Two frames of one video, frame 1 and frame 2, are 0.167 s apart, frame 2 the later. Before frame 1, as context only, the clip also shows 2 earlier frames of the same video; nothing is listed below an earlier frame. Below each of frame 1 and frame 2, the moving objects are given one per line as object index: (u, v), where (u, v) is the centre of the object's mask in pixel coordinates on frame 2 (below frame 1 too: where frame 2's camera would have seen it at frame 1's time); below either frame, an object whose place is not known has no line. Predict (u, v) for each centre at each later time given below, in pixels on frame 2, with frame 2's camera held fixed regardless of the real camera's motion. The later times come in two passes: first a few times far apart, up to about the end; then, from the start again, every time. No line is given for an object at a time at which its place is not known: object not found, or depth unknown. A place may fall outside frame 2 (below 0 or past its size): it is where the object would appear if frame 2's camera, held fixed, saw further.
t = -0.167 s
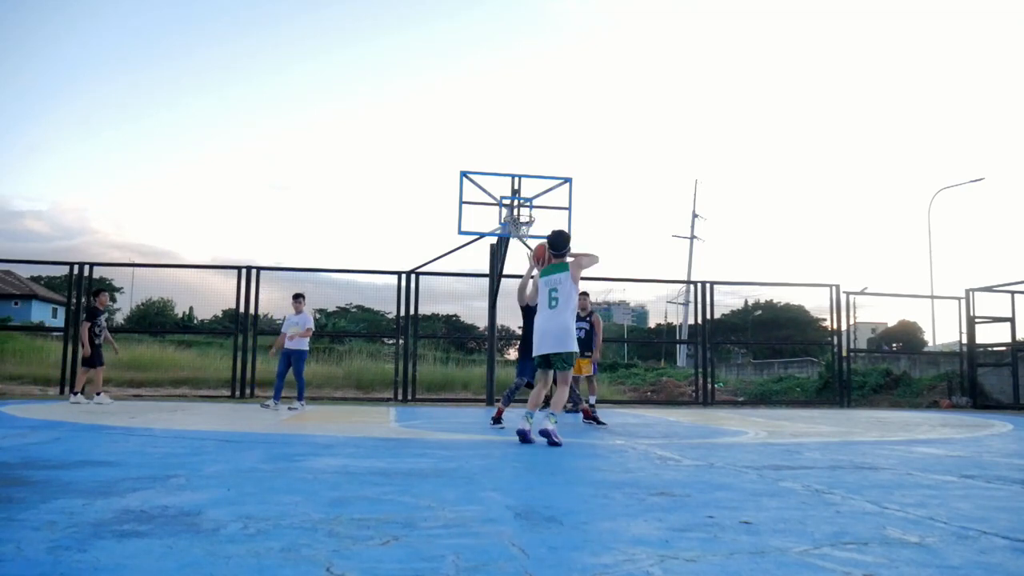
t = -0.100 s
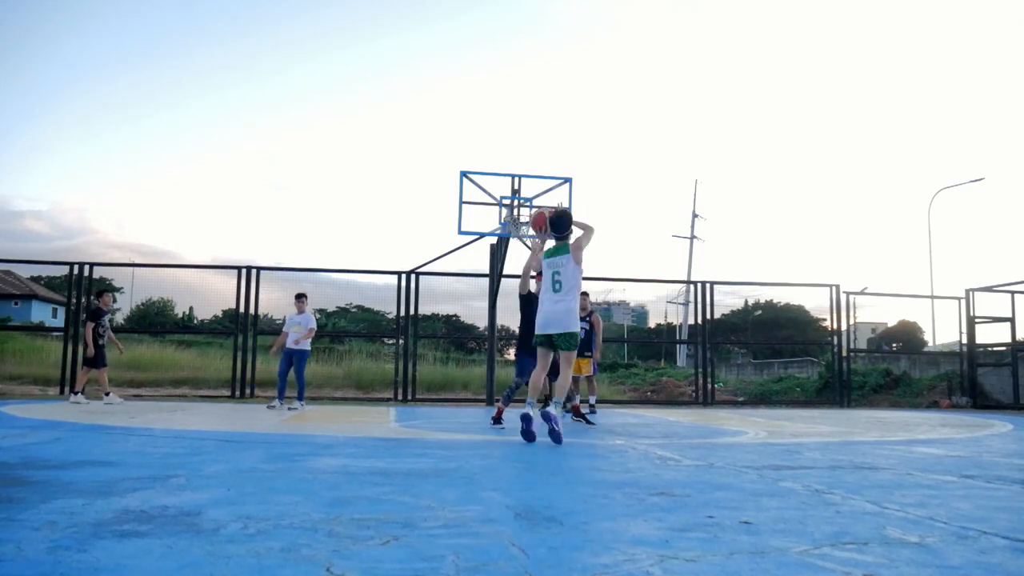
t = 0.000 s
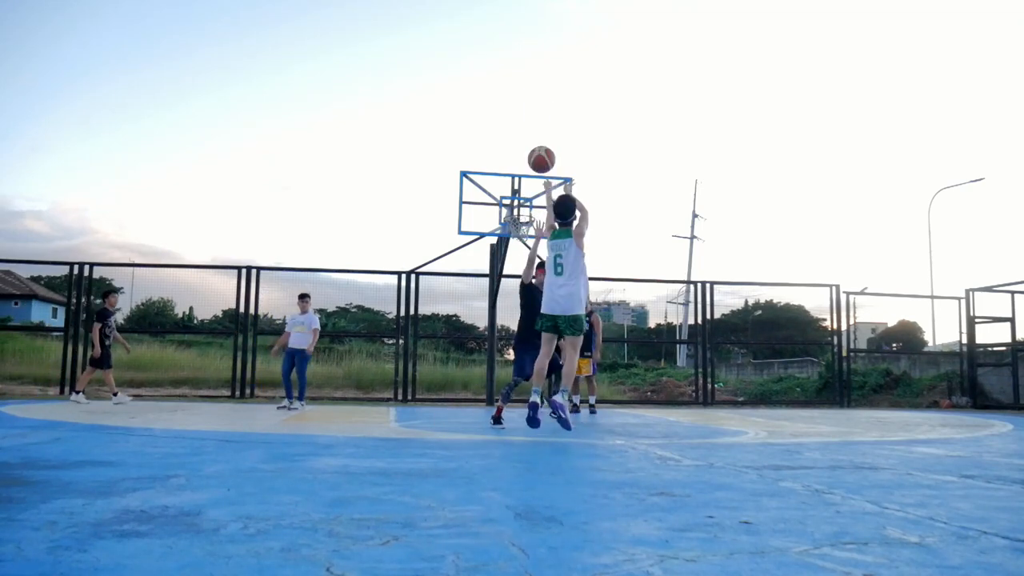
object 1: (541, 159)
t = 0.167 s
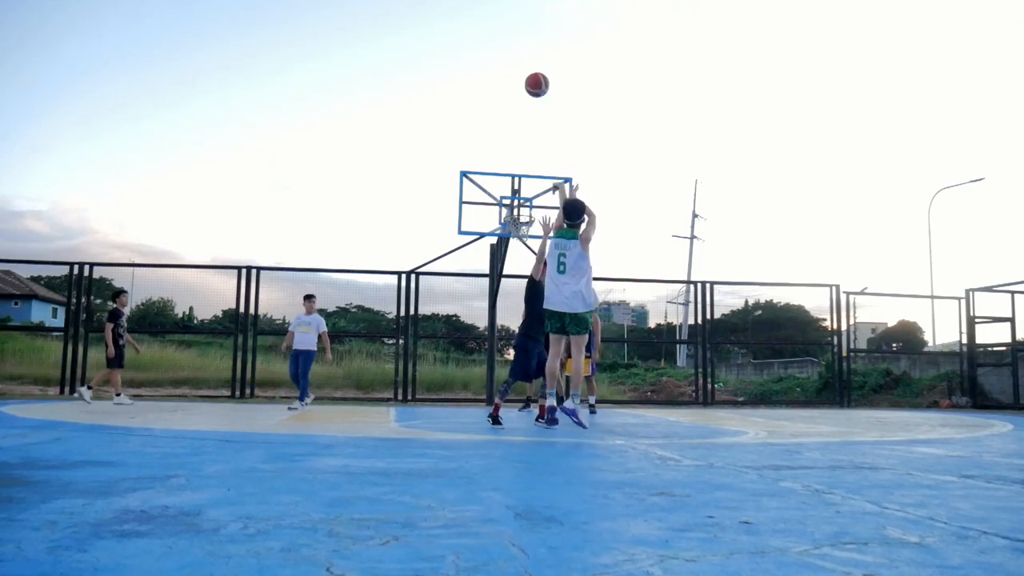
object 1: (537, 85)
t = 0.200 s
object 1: (536, 75)
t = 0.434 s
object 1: (531, 43)
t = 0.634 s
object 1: (528, 54)
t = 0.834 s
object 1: (525, 90)
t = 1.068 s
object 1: (522, 160)
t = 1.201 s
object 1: (521, 210)
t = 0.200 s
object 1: (536, 75)
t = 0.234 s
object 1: (535, 67)
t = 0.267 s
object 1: (534, 60)
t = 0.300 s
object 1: (534, 54)
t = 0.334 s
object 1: (533, 50)
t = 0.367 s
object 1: (532, 46)
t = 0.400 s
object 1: (532, 44)
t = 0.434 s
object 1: (531, 43)
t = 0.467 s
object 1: (530, 43)
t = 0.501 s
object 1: (530, 43)
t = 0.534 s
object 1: (529, 45)
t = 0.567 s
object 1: (529, 47)
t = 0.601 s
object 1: (528, 50)
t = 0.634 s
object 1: (528, 54)
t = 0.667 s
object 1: (527, 58)
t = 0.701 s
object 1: (526, 63)
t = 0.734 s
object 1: (526, 69)
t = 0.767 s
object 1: (525, 76)
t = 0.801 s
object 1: (525, 83)
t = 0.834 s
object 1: (525, 90)
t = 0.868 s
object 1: (524, 99)
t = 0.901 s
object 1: (524, 108)
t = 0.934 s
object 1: (523, 117)
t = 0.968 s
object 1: (523, 127)
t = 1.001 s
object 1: (523, 137)
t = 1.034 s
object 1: (522, 148)
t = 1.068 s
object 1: (522, 160)
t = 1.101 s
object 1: (522, 171)
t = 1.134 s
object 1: (521, 185)
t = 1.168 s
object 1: (521, 197)
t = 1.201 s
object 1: (521, 210)
